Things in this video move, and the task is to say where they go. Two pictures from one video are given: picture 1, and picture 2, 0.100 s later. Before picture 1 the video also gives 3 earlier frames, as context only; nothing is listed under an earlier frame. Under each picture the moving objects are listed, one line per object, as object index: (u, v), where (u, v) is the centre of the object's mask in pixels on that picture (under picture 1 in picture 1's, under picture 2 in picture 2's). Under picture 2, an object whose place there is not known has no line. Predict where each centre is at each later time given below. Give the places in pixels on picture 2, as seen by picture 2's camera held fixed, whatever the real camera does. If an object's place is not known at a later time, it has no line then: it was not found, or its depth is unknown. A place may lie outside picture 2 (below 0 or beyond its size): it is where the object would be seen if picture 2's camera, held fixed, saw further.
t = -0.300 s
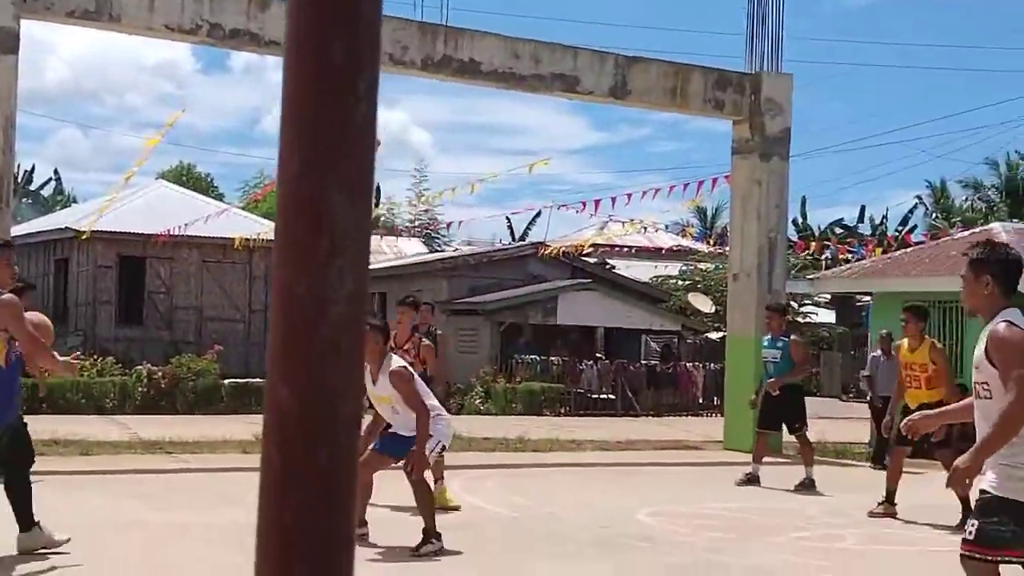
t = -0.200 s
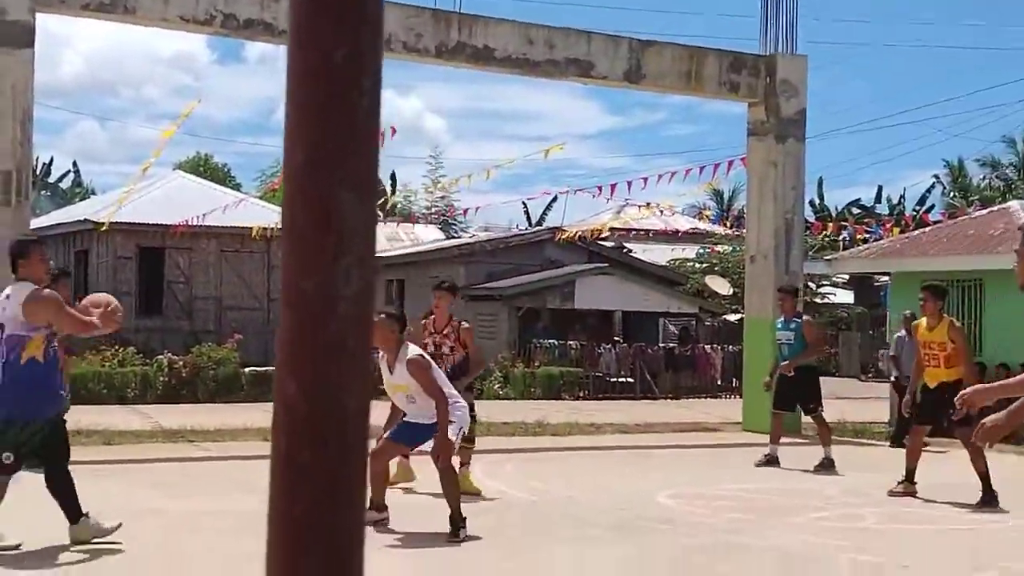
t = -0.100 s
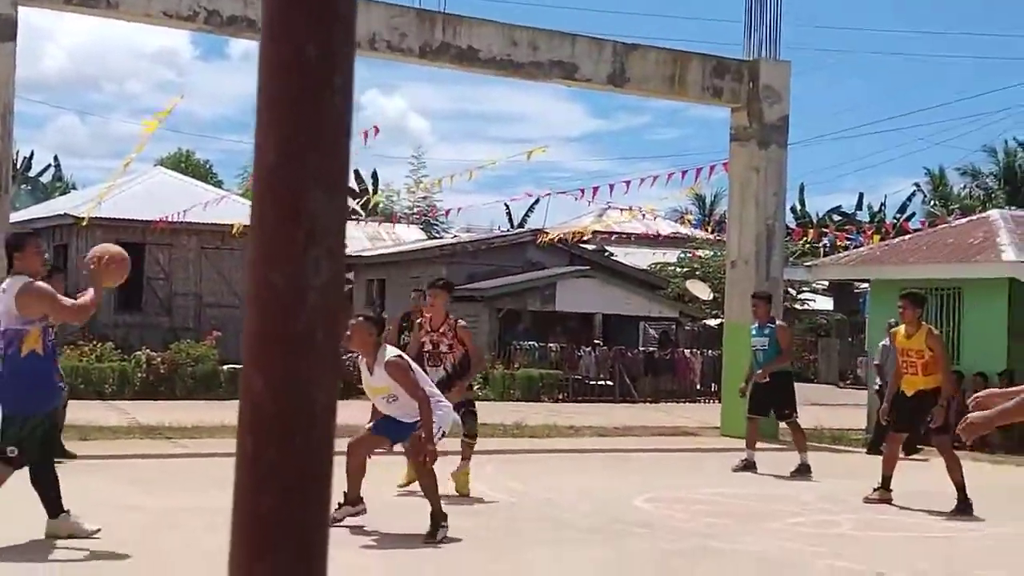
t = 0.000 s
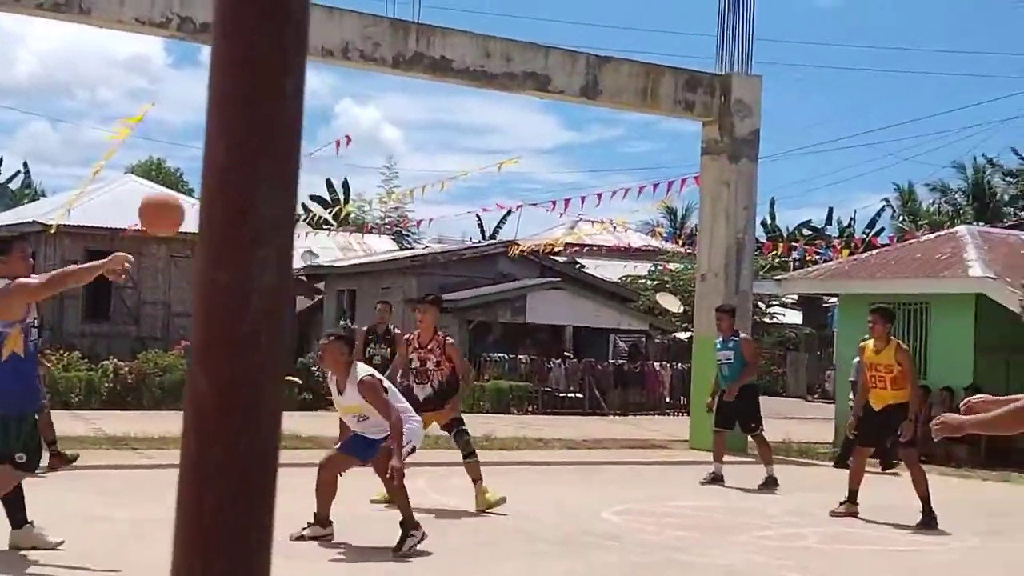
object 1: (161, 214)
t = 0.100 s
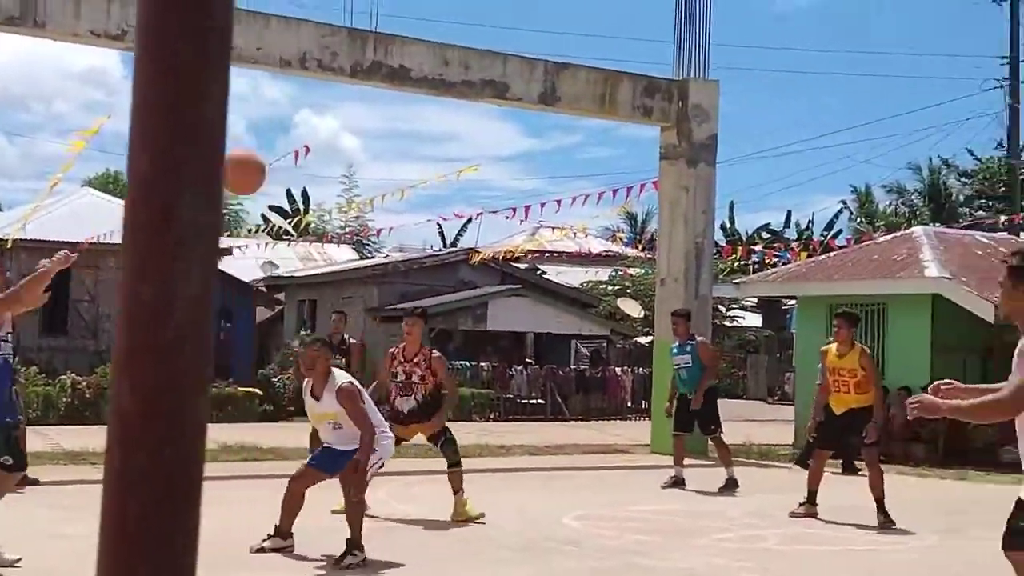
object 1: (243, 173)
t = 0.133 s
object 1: (286, 157)
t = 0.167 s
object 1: (329, 144)
